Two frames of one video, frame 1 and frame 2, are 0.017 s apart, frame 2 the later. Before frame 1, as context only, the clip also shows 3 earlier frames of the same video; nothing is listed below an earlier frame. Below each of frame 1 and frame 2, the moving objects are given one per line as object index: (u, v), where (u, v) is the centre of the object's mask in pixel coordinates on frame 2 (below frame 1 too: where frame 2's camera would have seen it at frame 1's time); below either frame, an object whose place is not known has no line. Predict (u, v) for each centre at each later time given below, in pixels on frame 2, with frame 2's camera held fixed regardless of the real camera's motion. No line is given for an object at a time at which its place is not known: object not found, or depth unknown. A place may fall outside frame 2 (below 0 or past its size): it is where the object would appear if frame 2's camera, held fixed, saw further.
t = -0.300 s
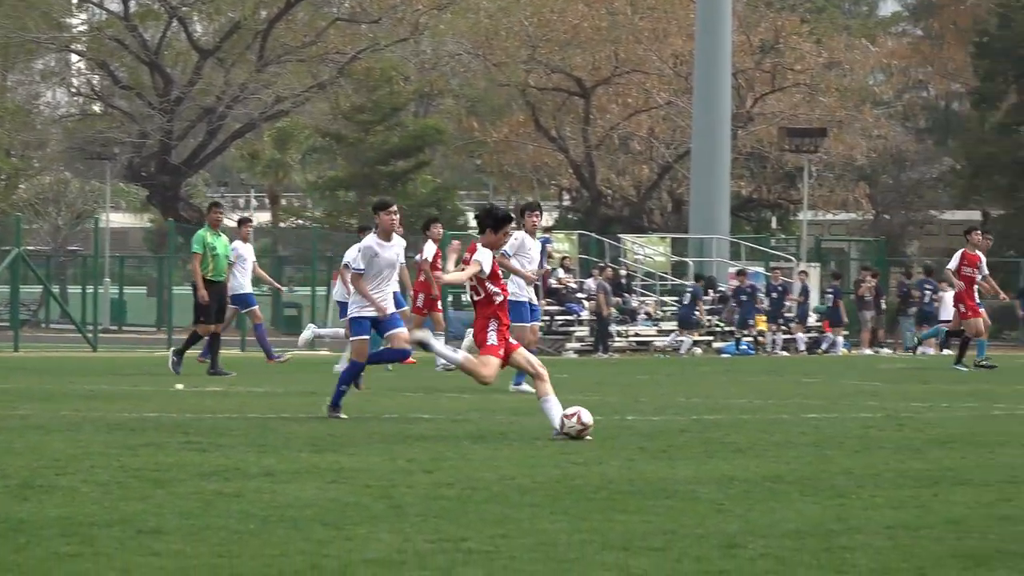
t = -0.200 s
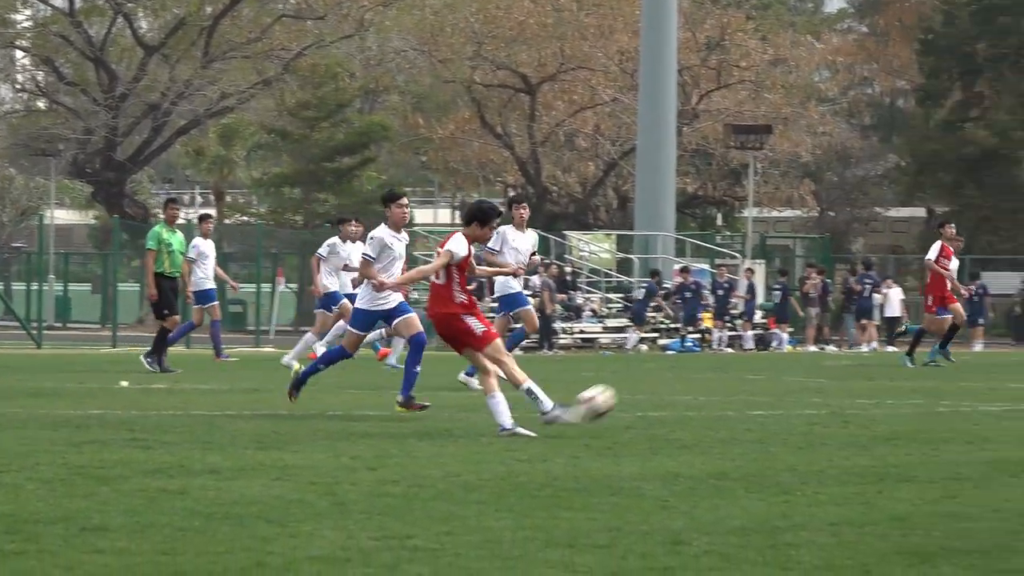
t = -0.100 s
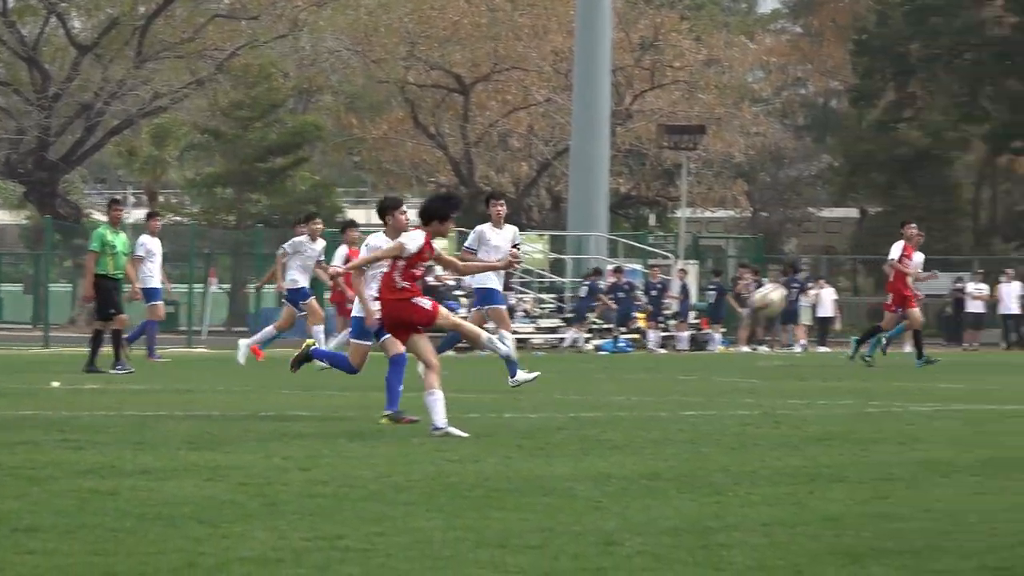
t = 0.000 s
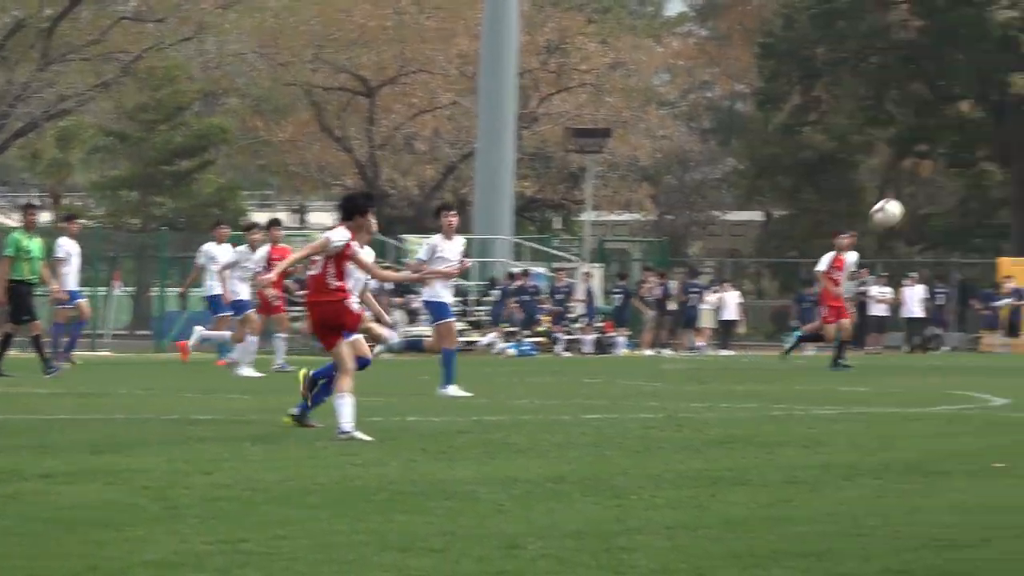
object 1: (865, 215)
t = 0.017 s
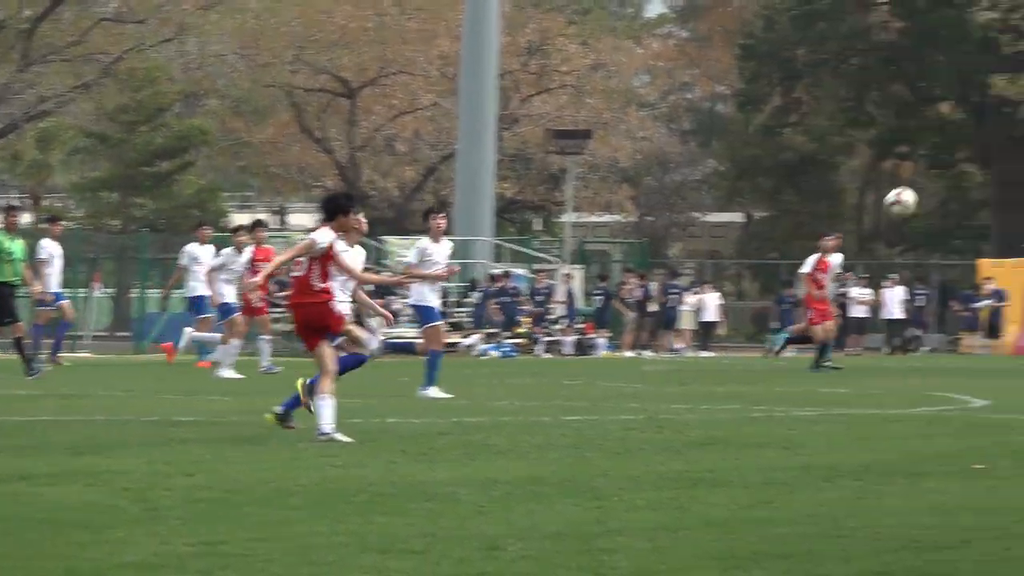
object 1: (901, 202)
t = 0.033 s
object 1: (934, 189)
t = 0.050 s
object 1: (966, 175)
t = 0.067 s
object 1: (998, 163)
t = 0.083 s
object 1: (1028, 150)
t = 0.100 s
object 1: (1060, 140)
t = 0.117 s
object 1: (1090, 130)
